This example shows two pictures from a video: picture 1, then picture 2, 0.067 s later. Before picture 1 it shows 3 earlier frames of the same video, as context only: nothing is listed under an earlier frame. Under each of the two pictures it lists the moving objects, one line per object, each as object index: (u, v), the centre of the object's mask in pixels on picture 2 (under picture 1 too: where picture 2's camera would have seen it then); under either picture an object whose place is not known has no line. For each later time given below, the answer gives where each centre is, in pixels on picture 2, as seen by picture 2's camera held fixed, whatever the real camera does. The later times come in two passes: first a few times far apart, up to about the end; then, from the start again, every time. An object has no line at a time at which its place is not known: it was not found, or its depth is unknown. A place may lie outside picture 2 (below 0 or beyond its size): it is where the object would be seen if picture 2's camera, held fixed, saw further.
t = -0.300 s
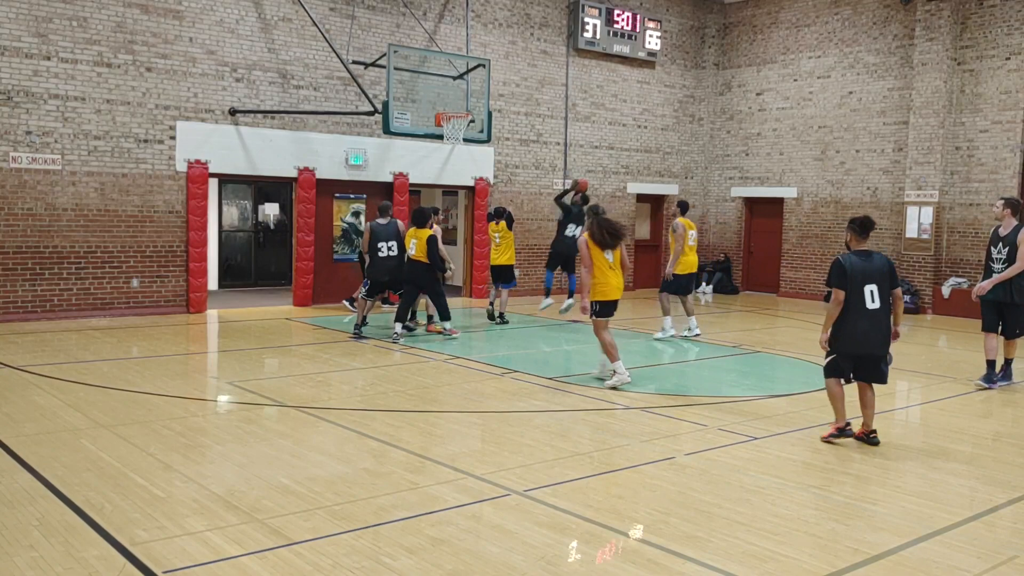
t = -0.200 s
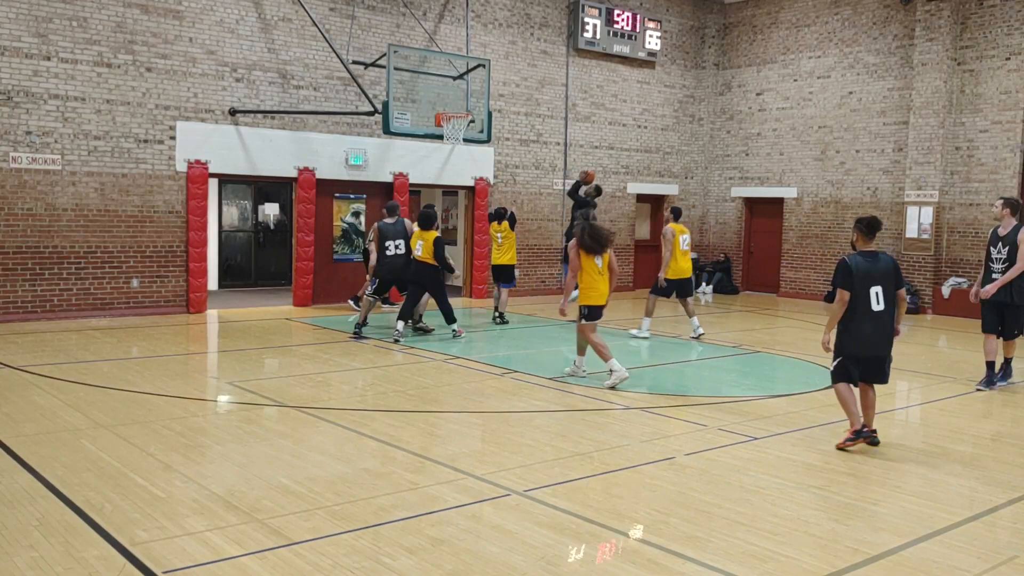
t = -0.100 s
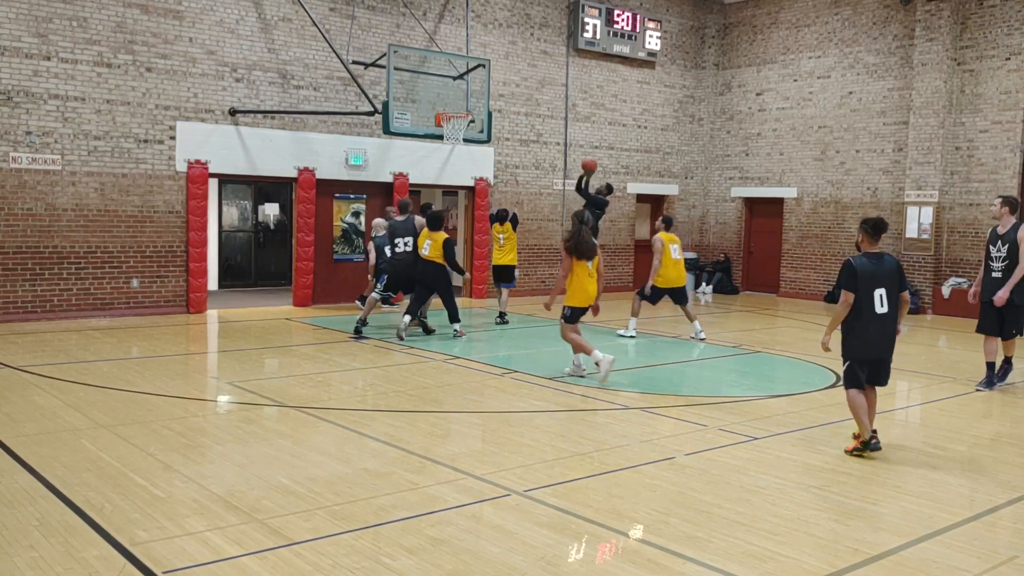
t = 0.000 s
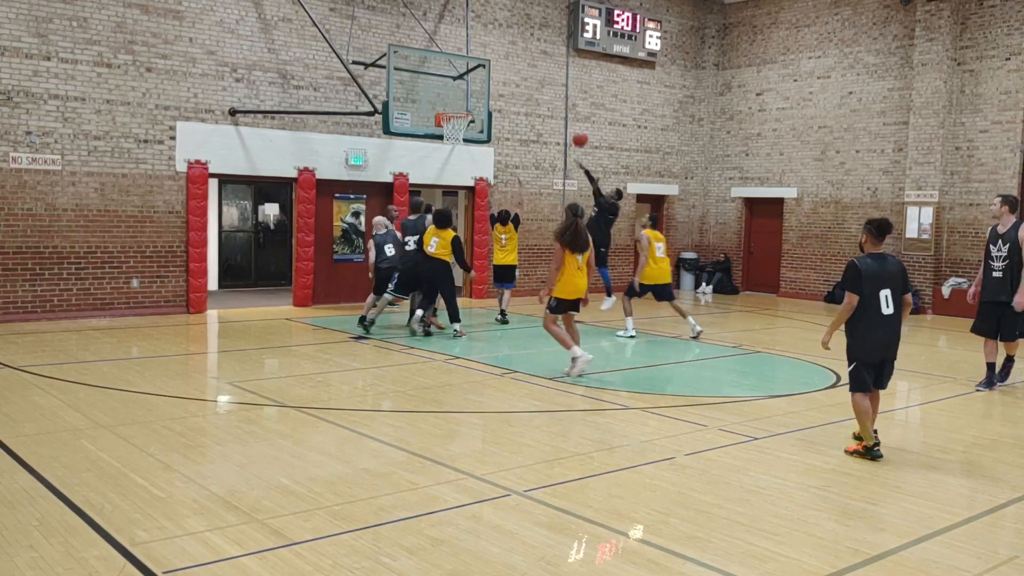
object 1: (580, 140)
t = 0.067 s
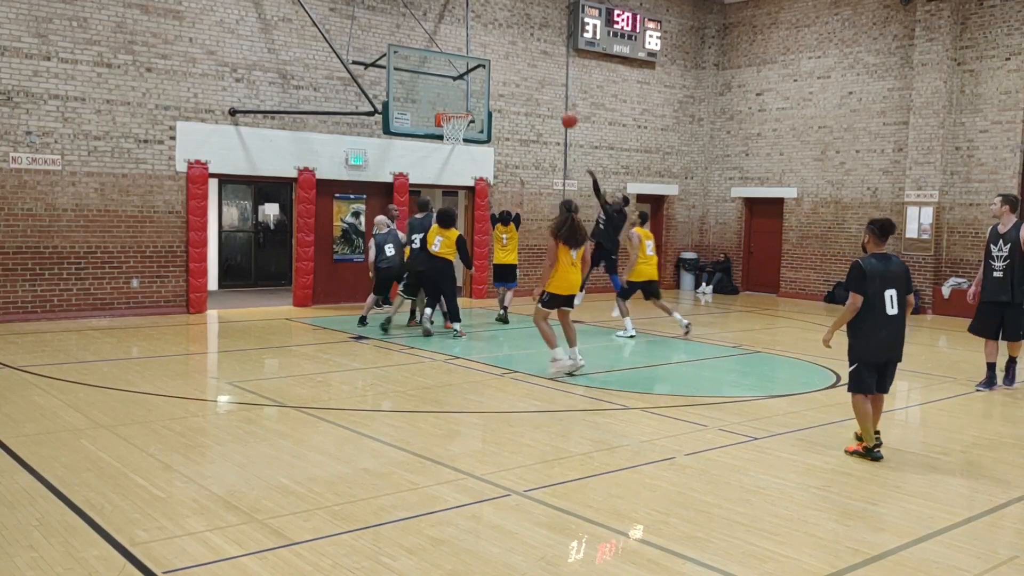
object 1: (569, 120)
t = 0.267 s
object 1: (536, 82)
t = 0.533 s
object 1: (489, 70)
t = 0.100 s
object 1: (563, 112)
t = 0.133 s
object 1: (558, 105)
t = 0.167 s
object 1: (552, 98)
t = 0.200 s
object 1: (547, 92)
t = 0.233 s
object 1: (541, 87)
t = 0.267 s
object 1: (536, 82)
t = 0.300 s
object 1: (530, 77)
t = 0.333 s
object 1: (524, 74)
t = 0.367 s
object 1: (518, 72)
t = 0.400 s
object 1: (512, 70)
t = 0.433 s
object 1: (506, 69)
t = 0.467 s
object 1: (501, 68)
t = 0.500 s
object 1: (495, 69)
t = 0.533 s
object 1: (489, 70)
